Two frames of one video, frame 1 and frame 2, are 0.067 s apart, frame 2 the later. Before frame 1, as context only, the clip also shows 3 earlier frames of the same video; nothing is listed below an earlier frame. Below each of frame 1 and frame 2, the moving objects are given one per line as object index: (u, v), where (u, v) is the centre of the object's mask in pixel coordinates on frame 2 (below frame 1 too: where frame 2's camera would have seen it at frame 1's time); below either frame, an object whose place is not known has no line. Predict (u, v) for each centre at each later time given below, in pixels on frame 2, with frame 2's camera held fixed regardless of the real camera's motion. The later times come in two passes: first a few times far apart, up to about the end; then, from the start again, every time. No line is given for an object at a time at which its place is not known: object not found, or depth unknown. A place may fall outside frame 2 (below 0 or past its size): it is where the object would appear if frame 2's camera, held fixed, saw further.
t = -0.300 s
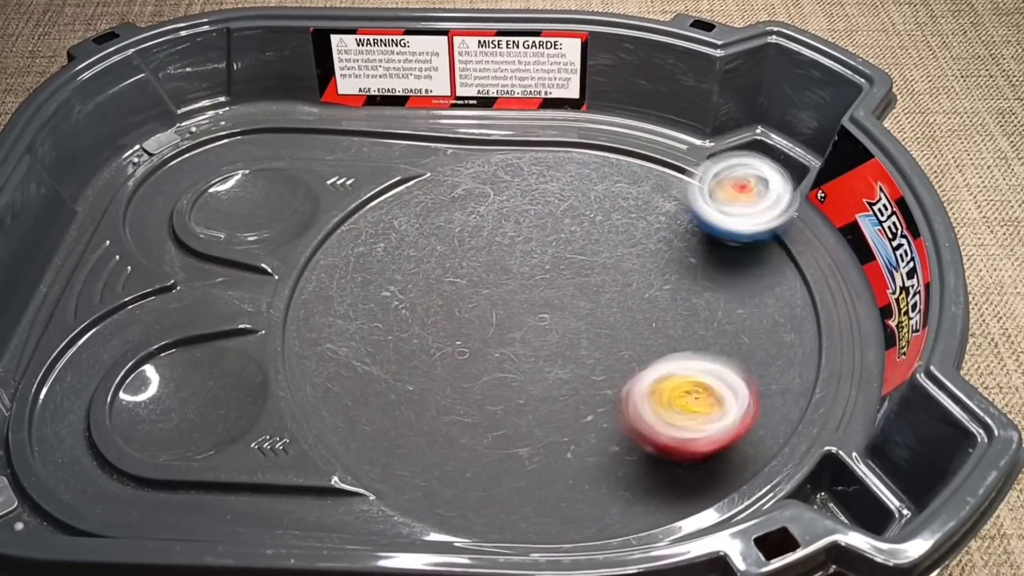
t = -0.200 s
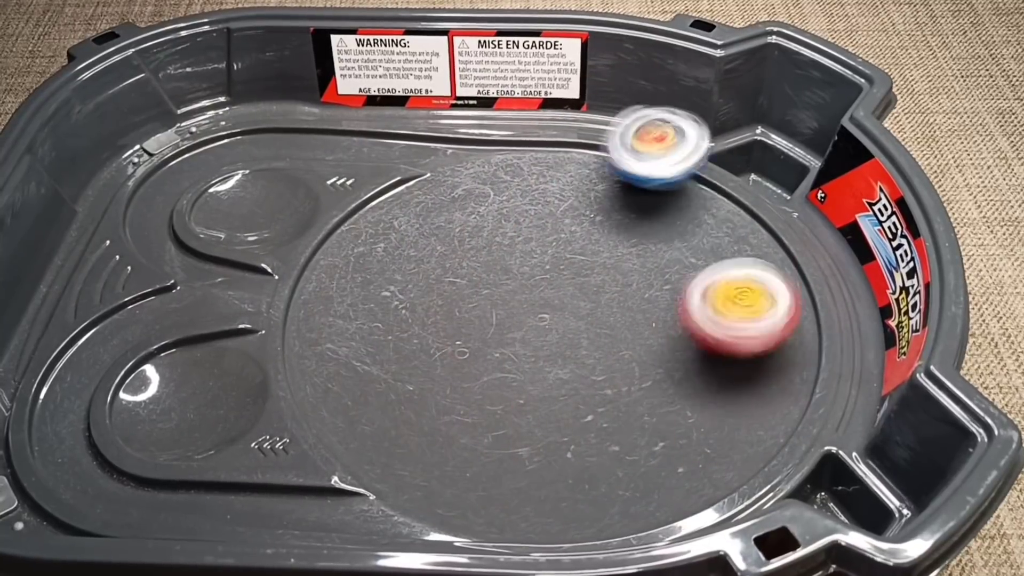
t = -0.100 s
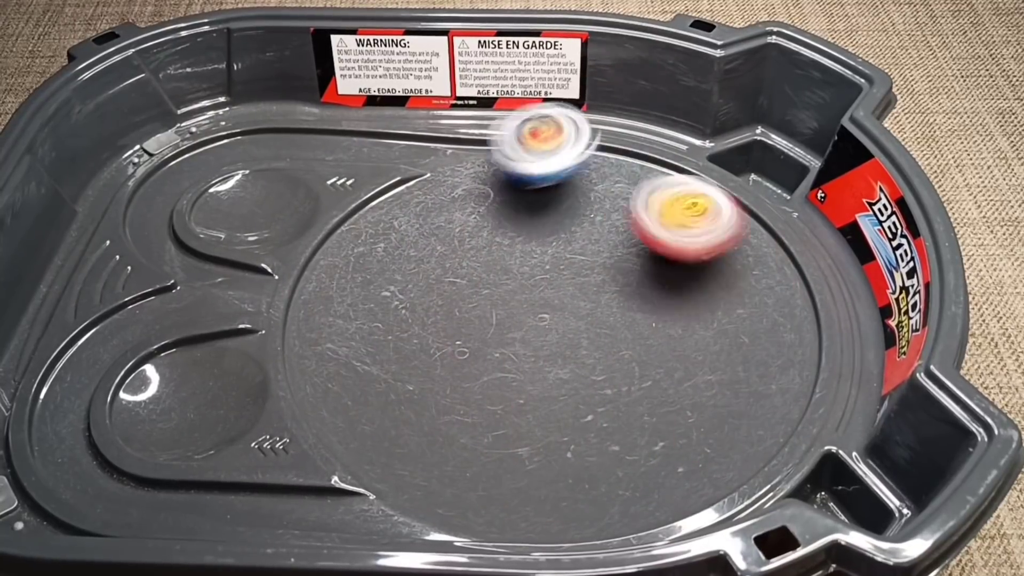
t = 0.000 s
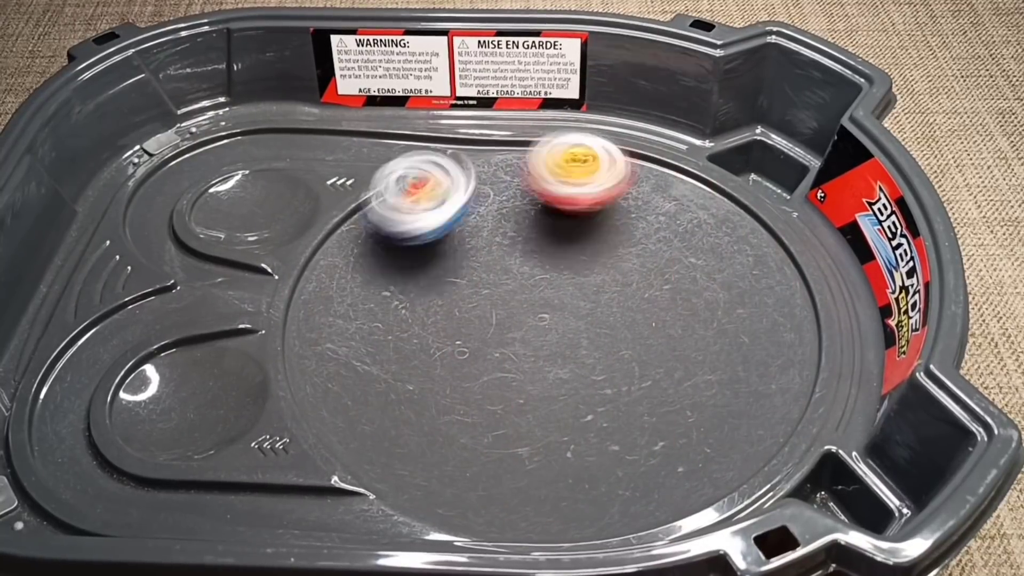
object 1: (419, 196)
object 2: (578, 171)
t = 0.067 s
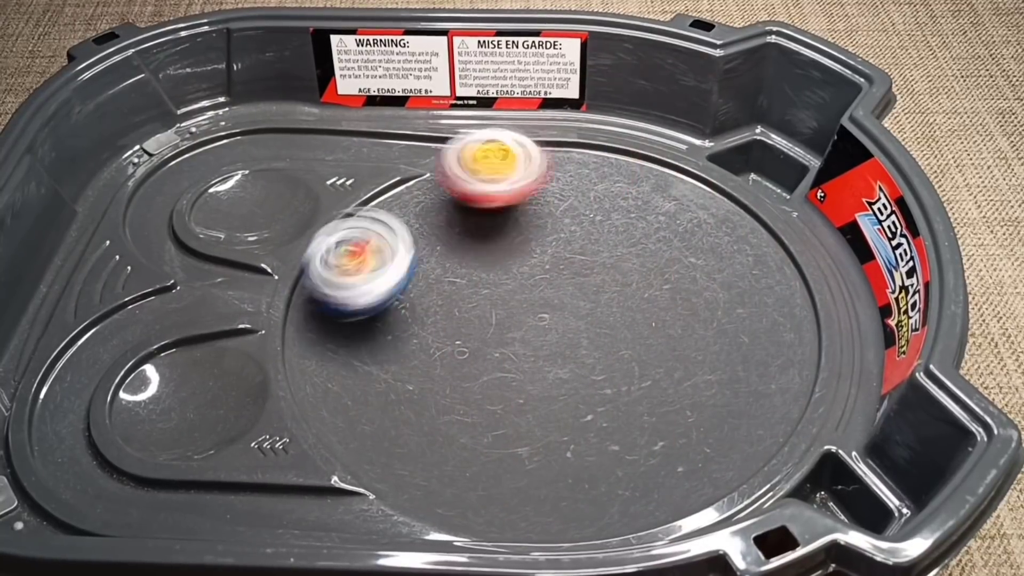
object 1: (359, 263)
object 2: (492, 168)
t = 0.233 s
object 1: (412, 479)
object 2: (328, 262)
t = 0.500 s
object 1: (701, 376)
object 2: (576, 441)
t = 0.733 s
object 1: (679, 180)
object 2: (711, 330)
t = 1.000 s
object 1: (413, 157)
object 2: (458, 275)
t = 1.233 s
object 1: (382, 314)
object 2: (383, 484)
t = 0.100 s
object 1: (342, 303)
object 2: (451, 175)
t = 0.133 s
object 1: (336, 347)
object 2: (411, 188)
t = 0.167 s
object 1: (345, 395)
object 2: (377, 207)
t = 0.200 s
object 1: (370, 439)
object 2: (347, 232)
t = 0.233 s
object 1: (412, 479)
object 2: (328, 262)
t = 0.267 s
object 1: (450, 487)
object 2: (319, 296)
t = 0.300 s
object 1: (499, 472)
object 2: (323, 332)
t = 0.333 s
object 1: (541, 457)
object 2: (341, 368)
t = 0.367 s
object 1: (580, 443)
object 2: (372, 398)
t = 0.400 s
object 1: (619, 430)
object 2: (415, 424)
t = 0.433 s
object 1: (655, 415)
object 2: (465, 439)
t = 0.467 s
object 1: (683, 396)
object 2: (519, 446)
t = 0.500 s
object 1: (701, 376)
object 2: (576, 441)
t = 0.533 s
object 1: (714, 354)
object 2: (626, 430)
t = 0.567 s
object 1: (721, 328)
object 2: (666, 413)
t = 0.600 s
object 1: (725, 294)
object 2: (689, 401)
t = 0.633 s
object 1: (727, 260)
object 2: (706, 387)
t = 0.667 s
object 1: (718, 231)
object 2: (716, 370)
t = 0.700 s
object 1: (702, 204)
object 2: (719, 350)
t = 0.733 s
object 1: (679, 180)
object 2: (711, 330)
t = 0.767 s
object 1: (653, 159)
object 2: (695, 310)
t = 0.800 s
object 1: (621, 144)
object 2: (671, 292)
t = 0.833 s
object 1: (589, 132)
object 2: (640, 279)
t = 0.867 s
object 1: (554, 128)
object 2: (604, 269)
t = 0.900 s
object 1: (519, 128)
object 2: (566, 264)
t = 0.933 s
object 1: (481, 133)
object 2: (529, 264)
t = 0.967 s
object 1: (445, 142)
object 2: (494, 267)
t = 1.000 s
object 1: (413, 157)
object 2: (458, 275)
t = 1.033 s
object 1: (385, 177)
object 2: (424, 287)
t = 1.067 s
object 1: (363, 202)
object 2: (398, 305)
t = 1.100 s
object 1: (344, 231)
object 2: (381, 324)
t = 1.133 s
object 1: (338, 261)
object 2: (371, 354)
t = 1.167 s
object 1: (344, 278)
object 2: (366, 399)
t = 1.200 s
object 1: (358, 296)
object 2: (369, 443)
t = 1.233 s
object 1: (382, 314)
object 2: (383, 484)
